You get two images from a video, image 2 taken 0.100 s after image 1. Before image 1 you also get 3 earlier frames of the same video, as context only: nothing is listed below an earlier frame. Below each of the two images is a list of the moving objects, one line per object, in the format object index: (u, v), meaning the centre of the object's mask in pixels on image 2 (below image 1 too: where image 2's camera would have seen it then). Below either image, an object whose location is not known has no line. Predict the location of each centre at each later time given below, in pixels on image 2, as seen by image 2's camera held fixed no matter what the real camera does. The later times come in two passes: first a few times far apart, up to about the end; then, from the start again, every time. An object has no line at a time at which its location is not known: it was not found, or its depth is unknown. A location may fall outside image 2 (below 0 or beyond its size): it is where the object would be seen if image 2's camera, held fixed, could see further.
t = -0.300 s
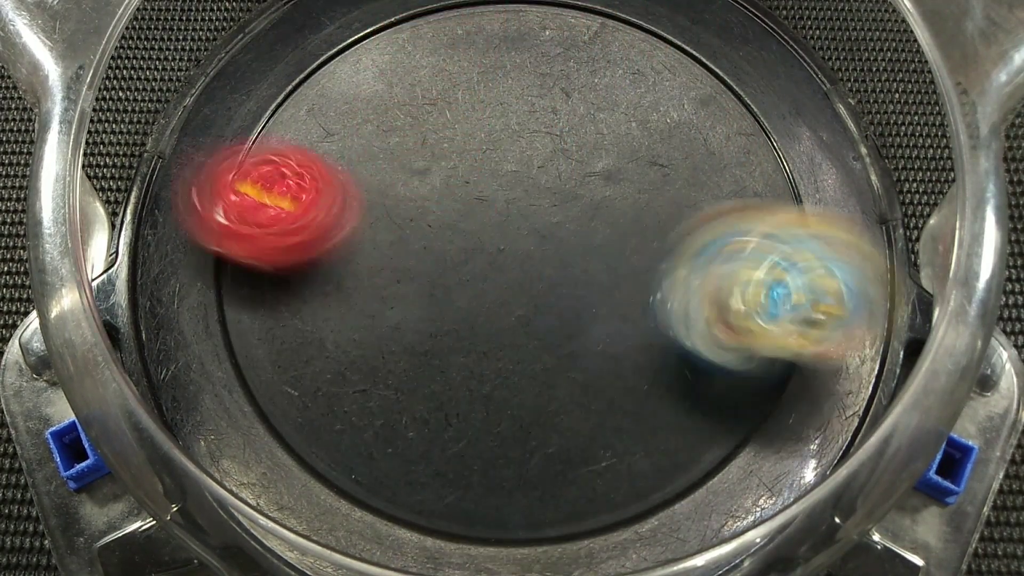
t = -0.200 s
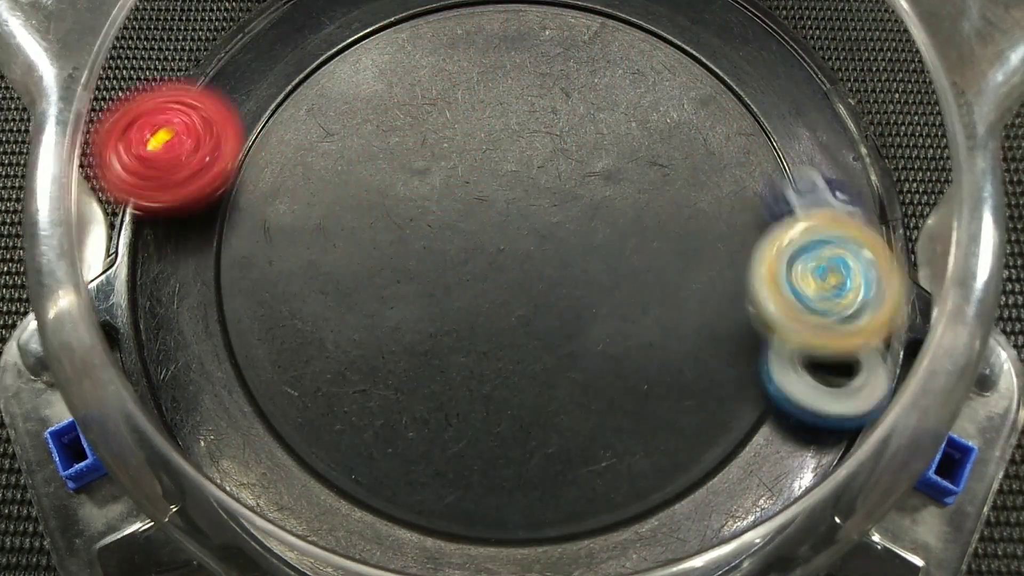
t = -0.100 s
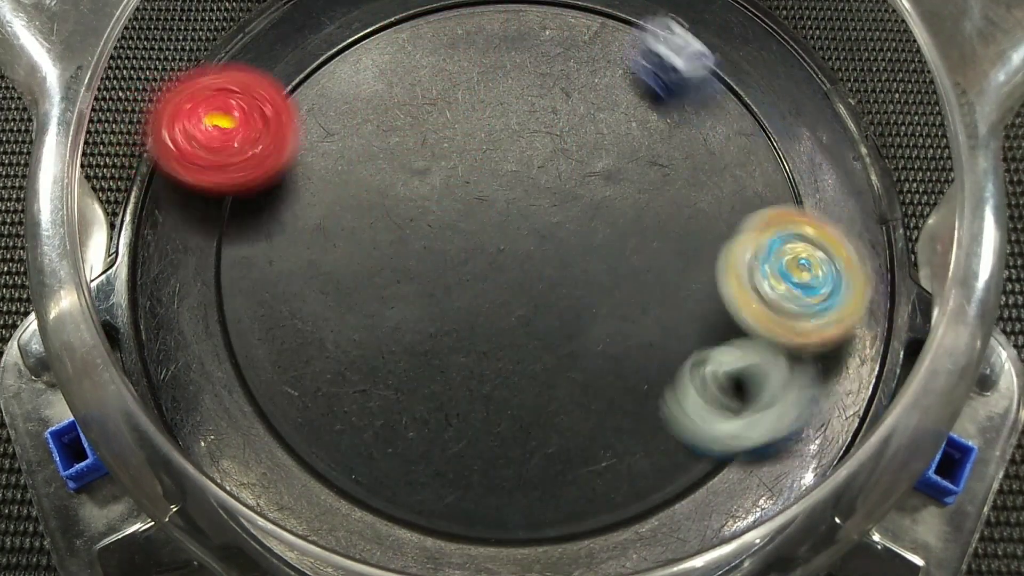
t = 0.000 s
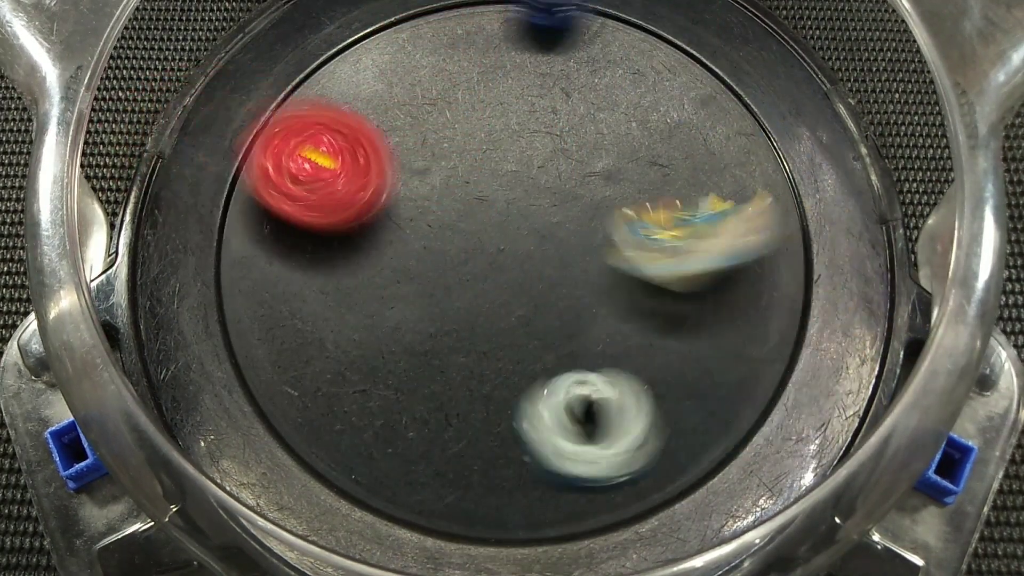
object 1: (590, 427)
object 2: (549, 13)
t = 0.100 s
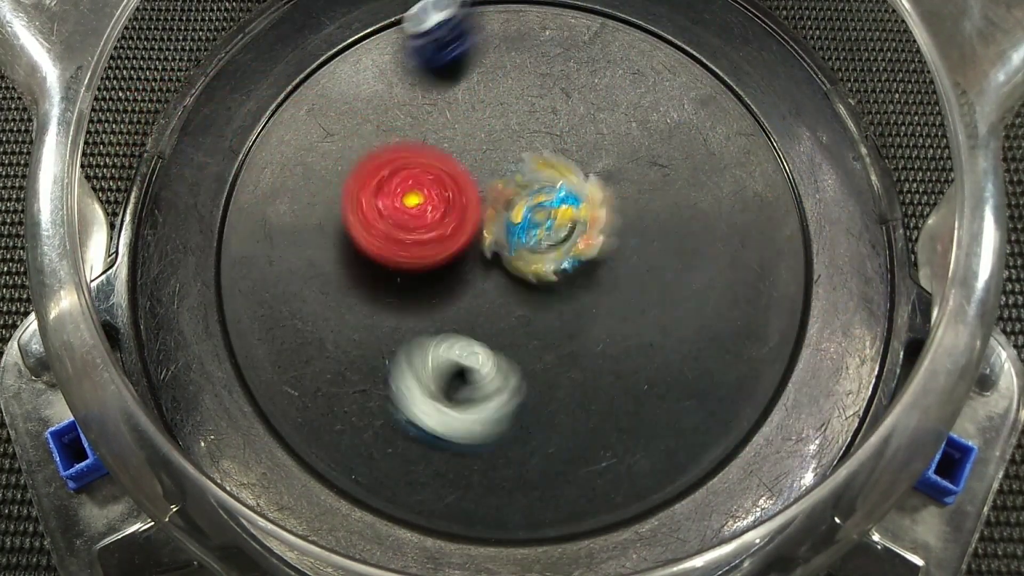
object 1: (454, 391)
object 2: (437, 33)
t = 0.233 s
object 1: (350, 311)
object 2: (373, 142)
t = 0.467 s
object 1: (334, 324)
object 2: (626, 302)
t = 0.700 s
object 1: (325, 351)
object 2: (730, 320)
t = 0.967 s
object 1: (349, 336)
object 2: (727, 322)
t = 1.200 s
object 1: (343, 335)
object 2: (721, 318)
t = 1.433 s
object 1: (344, 335)
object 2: (650, 285)
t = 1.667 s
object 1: (345, 335)
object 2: (656, 283)
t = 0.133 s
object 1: (419, 369)
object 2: (411, 56)
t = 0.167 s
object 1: (390, 347)
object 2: (386, 83)
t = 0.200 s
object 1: (368, 325)
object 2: (366, 125)
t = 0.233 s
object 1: (350, 311)
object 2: (373, 142)
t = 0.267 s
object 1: (340, 317)
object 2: (397, 158)
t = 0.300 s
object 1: (336, 321)
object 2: (434, 177)
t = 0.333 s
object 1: (337, 321)
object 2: (468, 211)
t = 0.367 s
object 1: (337, 321)
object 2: (513, 231)
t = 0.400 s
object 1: (337, 321)
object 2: (556, 263)
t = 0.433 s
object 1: (338, 321)
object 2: (589, 284)
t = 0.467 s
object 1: (334, 324)
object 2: (626, 302)
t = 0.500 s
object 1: (307, 342)
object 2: (665, 323)
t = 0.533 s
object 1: (294, 357)
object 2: (709, 351)
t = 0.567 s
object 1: (293, 361)
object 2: (735, 349)
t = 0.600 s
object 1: (300, 362)
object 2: (745, 343)
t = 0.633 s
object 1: (308, 359)
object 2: (747, 334)
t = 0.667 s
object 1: (317, 355)
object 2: (744, 326)
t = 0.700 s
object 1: (325, 351)
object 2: (730, 320)
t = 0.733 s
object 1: (333, 348)
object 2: (708, 313)
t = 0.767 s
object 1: (340, 345)
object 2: (680, 298)
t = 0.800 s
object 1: (347, 342)
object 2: (654, 290)
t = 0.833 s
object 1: (353, 339)
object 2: (666, 292)
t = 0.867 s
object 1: (357, 337)
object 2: (699, 304)
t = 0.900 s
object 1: (361, 336)
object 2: (716, 311)
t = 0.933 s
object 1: (363, 334)
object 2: (726, 315)
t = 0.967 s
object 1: (349, 336)
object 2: (727, 322)
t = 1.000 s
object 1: (342, 336)
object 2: (725, 322)
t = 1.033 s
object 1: (342, 336)
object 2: (726, 321)
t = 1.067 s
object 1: (342, 336)
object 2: (725, 321)
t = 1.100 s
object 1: (343, 336)
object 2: (725, 320)
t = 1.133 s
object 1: (343, 336)
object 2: (724, 320)
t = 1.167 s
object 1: (343, 335)
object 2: (723, 319)
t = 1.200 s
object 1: (343, 335)
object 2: (721, 318)
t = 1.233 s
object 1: (344, 335)
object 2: (718, 314)
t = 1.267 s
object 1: (344, 335)
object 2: (713, 311)
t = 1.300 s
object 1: (344, 335)
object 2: (705, 307)
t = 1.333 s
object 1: (344, 335)
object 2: (693, 305)
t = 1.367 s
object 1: (344, 335)
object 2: (677, 301)
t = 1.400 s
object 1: (344, 335)
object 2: (658, 292)
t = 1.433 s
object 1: (344, 335)
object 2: (650, 285)
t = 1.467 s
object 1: (344, 335)
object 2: (652, 286)
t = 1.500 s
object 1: (344, 335)
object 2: (657, 287)
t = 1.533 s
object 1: (345, 335)
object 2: (657, 284)
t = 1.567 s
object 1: (345, 335)
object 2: (656, 283)
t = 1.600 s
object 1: (345, 335)
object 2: (656, 283)
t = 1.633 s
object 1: (344, 335)
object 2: (656, 283)
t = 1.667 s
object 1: (345, 335)
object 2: (656, 283)
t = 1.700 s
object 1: (345, 335)
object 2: (656, 283)
